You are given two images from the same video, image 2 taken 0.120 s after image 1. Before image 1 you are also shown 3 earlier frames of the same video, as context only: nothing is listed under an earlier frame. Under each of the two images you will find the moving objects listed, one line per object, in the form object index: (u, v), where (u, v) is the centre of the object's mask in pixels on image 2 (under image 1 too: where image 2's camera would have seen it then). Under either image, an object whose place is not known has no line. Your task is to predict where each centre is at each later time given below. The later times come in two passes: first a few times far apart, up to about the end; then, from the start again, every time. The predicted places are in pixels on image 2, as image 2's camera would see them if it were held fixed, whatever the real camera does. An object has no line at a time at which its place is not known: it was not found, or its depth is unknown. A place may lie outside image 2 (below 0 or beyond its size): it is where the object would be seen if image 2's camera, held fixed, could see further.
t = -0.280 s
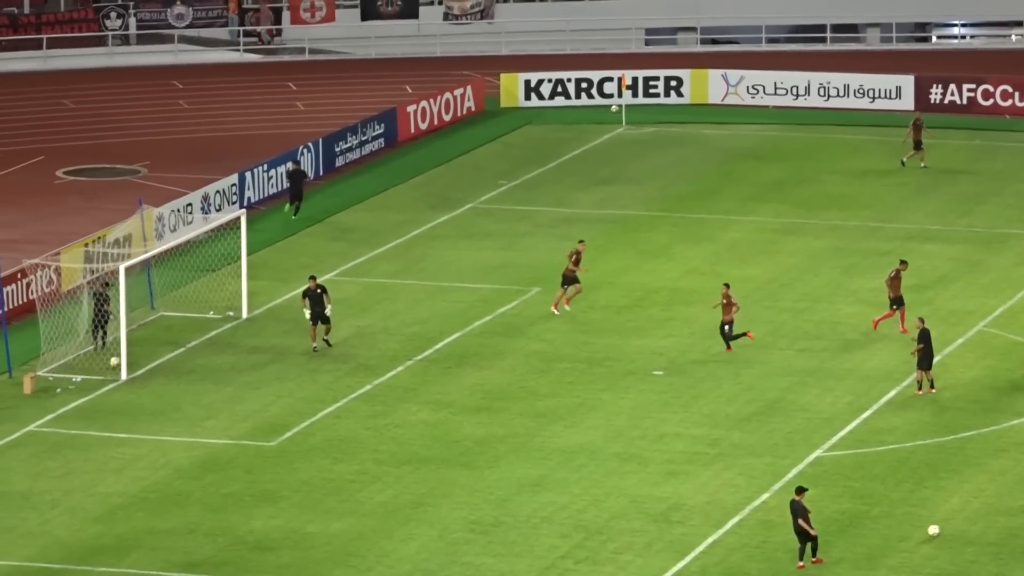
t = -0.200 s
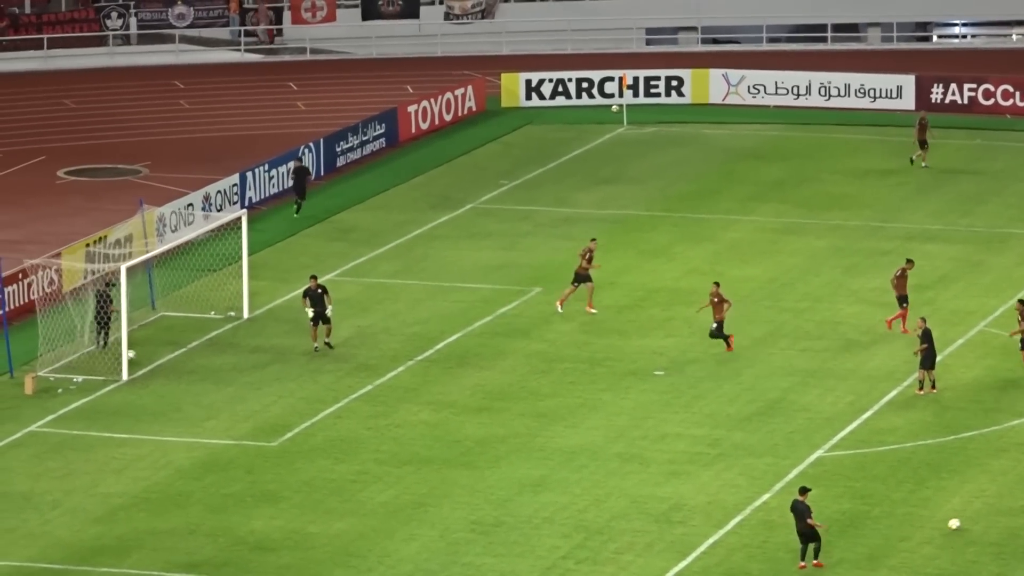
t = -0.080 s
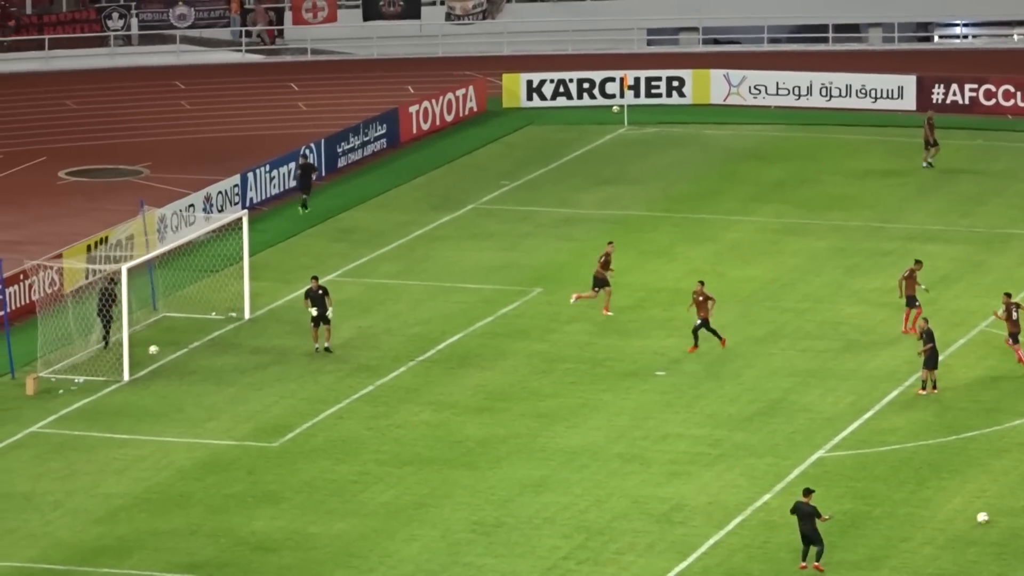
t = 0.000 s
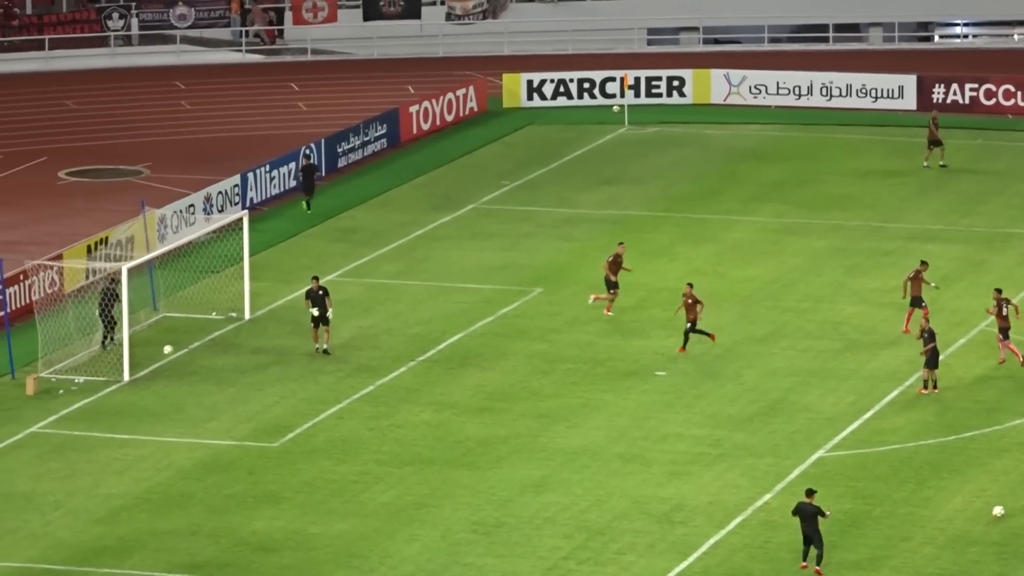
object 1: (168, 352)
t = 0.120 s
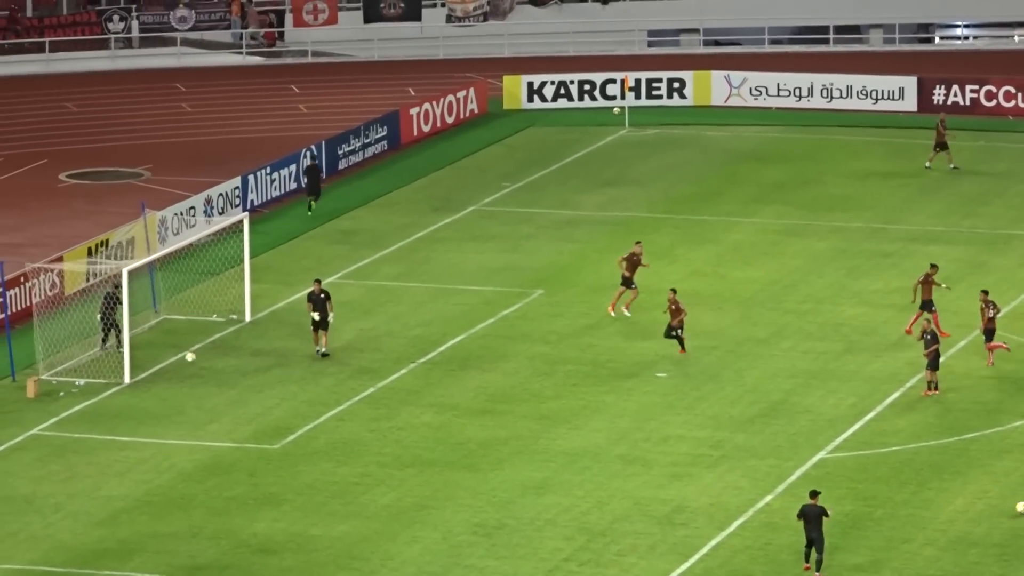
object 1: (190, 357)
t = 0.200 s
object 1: (204, 364)
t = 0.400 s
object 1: (240, 366)
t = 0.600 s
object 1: (274, 370)
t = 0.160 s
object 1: (197, 360)
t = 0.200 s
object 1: (204, 364)
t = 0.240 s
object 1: (212, 369)
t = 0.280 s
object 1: (219, 368)
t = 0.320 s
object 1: (225, 367)
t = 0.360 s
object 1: (233, 366)
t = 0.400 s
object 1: (240, 366)
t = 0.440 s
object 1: (246, 367)
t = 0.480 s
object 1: (253, 368)
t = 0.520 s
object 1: (261, 371)
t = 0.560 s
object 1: (267, 372)
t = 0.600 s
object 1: (274, 370)
